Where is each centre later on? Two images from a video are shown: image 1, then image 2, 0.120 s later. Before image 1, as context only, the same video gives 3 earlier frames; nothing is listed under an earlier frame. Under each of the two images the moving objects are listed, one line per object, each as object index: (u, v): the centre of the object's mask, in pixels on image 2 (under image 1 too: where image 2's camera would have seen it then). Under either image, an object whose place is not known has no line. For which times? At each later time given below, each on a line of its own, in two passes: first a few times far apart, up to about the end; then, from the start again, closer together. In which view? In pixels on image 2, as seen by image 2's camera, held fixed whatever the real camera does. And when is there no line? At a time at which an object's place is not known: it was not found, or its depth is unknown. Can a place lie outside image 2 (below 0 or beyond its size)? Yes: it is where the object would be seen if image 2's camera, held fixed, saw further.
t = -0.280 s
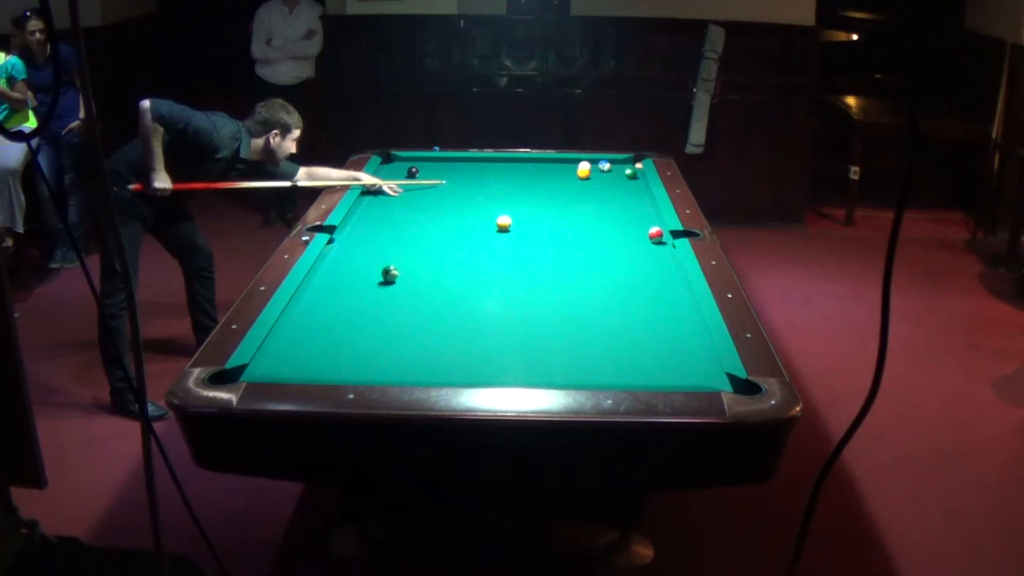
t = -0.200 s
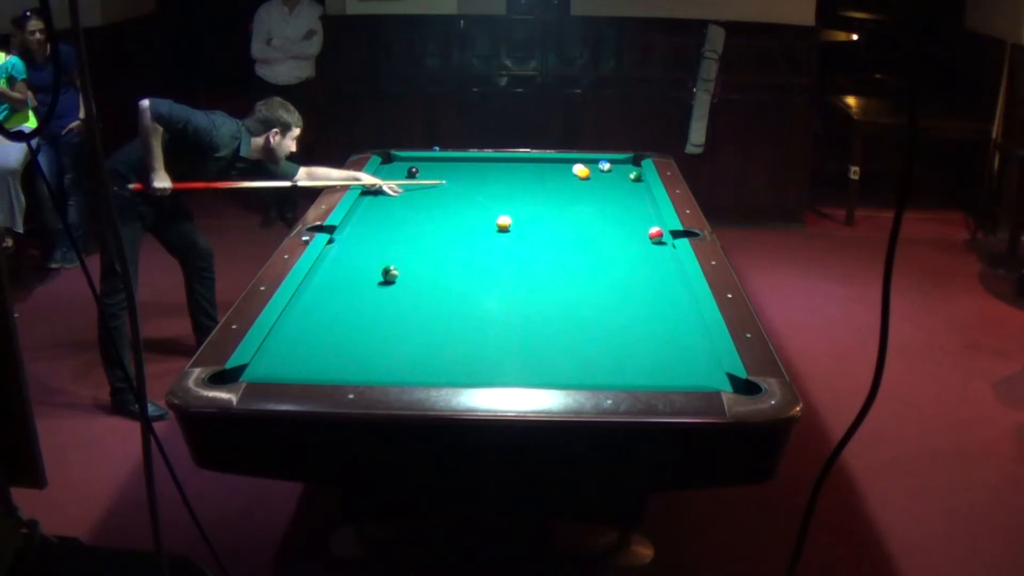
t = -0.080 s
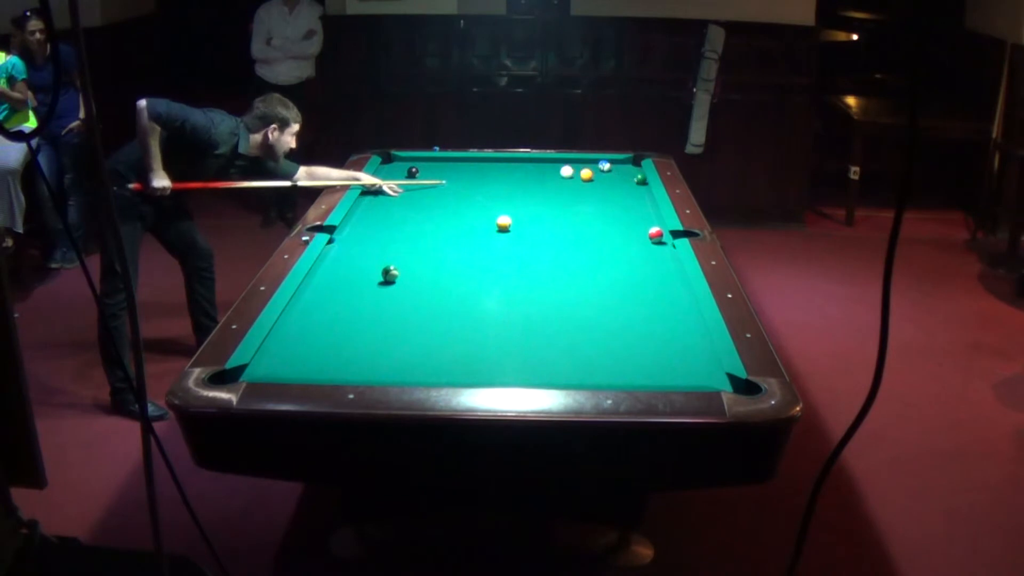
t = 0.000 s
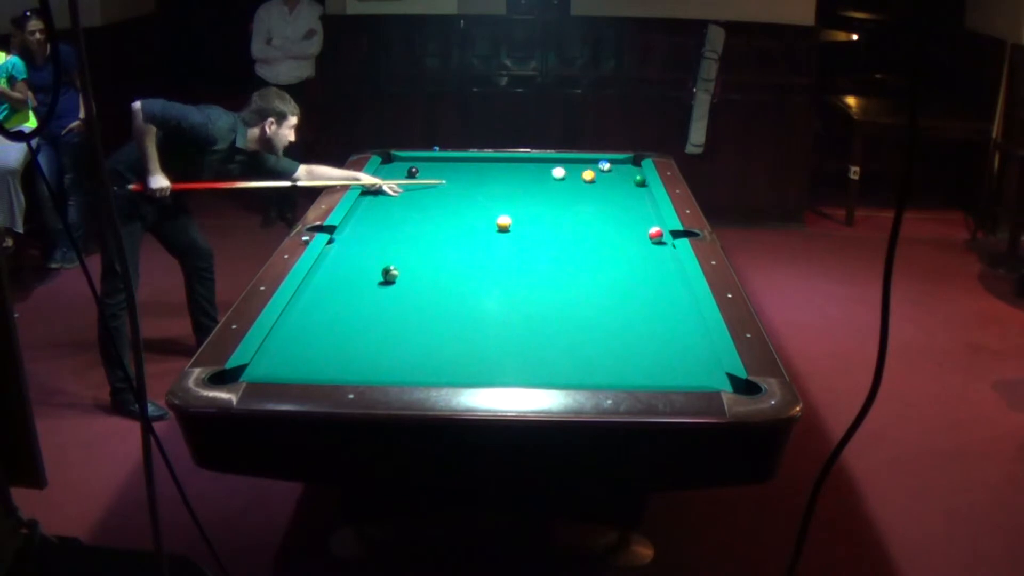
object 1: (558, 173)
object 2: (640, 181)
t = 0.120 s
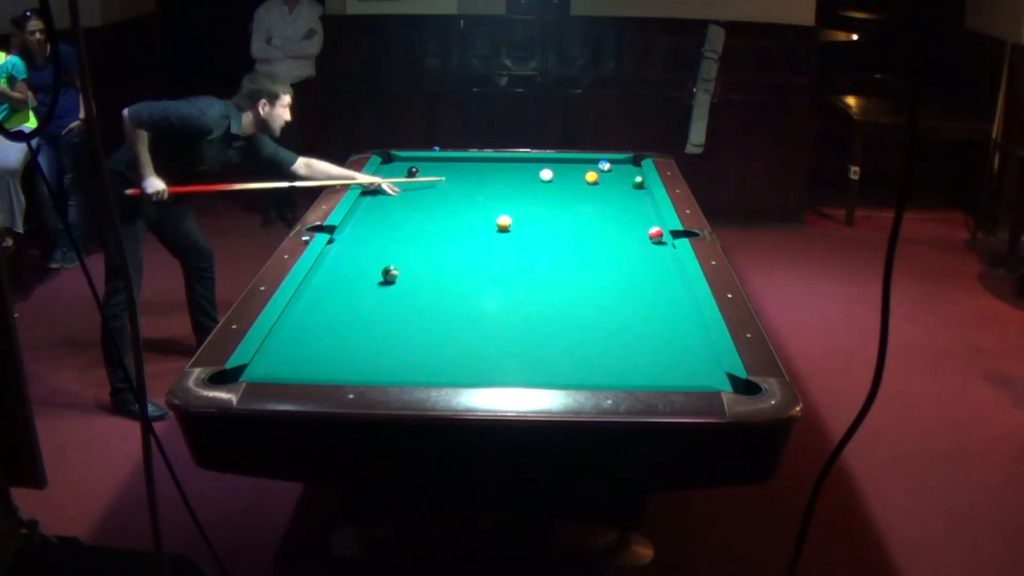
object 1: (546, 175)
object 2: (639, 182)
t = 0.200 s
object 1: (538, 177)
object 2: (637, 185)
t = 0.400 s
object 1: (518, 180)
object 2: (634, 188)
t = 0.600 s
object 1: (497, 183)
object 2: (631, 191)
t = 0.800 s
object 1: (477, 187)
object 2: (628, 195)
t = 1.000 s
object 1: (457, 190)
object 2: (626, 198)
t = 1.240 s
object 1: (434, 194)
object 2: (623, 202)
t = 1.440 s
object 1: (415, 197)
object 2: (621, 204)
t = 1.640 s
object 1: (396, 201)
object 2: (618, 208)
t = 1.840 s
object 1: (377, 204)
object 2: (616, 209)
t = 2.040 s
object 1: (359, 207)
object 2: (614, 212)
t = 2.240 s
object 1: (364, 209)
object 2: (612, 214)
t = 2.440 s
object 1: (372, 211)
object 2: (611, 216)
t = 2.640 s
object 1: (380, 212)
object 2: (610, 218)
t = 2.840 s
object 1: (387, 214)
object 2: (609, 220)
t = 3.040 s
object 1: (394, 215)
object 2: (608, 221)
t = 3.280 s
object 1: (402, 216)
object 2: (607, 222)
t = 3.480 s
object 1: (407, 217)
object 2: (606, 223)
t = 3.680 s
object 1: (412, 218)
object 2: (605, 223)
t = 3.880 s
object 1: (417, 219)
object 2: (606, 223)
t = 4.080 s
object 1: (420, 219)
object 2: (606, 223)
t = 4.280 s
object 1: (424, 220)
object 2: (606, 223)
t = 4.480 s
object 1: (426, 220)
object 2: (606, 223)
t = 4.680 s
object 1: (428, 220)
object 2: (606, 223)
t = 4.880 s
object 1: (429, 220)
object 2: (606, 223)
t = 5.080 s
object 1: (430, 220)
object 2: (606, 223)
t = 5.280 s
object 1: (430, 220)
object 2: (606, 223)
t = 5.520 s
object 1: (430, 220)
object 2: (606, 223)
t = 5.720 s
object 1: (430, 220)
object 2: (606, 223)
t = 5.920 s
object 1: (430, 220)
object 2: (606, 223)
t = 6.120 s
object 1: (430, 220)
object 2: (606, 223)
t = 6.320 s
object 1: (430, 220)
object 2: (606, 223)
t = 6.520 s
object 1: (430, 220)
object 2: (606, 223)
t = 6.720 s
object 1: (430, 220)
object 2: (606, 223)
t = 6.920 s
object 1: (430, 220)
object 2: (606, 223)
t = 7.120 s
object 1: (430, 220)
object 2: (606, 223)
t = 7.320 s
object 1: (430, 220)
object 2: (606, 223)
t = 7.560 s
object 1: (430, 220)
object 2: (606, 223)
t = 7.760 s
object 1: (430, 220)
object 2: (606, 223)
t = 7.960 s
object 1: (430, 220)
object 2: (606, 223)
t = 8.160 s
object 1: (430, 220)
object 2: (606, 223)
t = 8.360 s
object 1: (430, 220)
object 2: (606, 223)
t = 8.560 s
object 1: (430, 220)
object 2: (606, 223)
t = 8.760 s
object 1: (430, 220)
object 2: (606, 224)
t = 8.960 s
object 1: (430, 220)
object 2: (606, 223)
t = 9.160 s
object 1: (430, 220)
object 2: (606, 224)
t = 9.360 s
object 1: (430, 220)
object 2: (606, 223)
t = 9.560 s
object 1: (430, 220)
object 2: (606, 223)
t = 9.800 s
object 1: (430, 220)
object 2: (606, 224)
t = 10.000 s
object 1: (430, 220)
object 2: (606, 223)
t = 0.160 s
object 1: (542, 176)
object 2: (637, 184)
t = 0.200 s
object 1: (538, 177)
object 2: (637, 185)
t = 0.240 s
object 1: (534, 177)
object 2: (636, 185)
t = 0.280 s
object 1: (530, 178)
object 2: (636, 186)
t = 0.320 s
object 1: (526, 178)
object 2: (635, 186)
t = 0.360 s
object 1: (522, 179)
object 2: (634, 187)
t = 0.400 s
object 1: (518, 180)
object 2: (634, 188)
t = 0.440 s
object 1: (513, 180)
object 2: (633, 188)
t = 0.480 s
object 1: (509, 181)
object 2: (633, 189)
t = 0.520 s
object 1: (505, 182)
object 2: (632, 190)
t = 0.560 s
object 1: (501, 182)
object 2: (632, 190)
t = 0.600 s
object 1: (497, 183)
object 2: (631, 191)
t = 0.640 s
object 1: (493, 184)
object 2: (631, 192)
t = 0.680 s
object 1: (489, 184)
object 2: (630, 194)
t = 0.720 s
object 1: (485, 185)
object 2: (630, 194)
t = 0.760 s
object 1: (481, 186)
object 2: (629, 194)
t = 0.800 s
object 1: (477, 187)
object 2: (628, 195)
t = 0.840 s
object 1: (473, 187)
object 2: (628, 195)
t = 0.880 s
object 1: (469, 188)
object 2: (627, 196)
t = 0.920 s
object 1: (465, 189)
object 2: (627, 197)
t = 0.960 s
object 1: (461, 189)
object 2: (626, 198)
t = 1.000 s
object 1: (457, 190)
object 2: (626, 198)
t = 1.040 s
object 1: (453, 191)
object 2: (625, 199)
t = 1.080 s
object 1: (449, 191)
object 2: (624, 199)
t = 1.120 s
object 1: (445, 192)
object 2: (624, 200)
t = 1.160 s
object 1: (441, 193)
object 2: (623, 200)
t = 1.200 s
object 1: (437, 194)
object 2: (623, 201)
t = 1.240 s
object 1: (434, 194)
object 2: (623, 202)
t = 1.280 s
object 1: (430, 195)
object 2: (622, 203)
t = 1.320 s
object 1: (426, 195)
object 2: (622, 203)
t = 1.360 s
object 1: (422, 196)
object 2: (622, 203)
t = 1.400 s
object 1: (418, 197)
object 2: (621, 204)
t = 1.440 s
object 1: (415, 197)
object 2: (621, 204)
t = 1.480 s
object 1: (411, 198)
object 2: (620, 205)
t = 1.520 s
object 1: (407, 199)
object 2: (619, 206)
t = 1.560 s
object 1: (403, 200)
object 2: (619, 206)
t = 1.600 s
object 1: (399, 200)
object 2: (618, 207)
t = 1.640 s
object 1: (396, 201)
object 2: (618, 208)
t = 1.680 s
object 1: (392, 201)
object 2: (618, 208)
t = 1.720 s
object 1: (388, 202)
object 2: (617, 209)
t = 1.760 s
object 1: (384, 203)
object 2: (617, 209)
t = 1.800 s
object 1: (381, 203)
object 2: (616, 209)
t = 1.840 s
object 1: (377, 204)
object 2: (616, 209)
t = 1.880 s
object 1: (374, 204)
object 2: (615, 210)
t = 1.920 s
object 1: (370, 205)
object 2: (615, 211)
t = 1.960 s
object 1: (367, 205)
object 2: (615, 211)
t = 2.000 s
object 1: (363, 206)
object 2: (614, 211)
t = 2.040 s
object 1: (359, 207)
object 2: (614, 212)
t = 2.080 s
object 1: (358, 207)
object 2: (613, 213)
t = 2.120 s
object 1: (360, 208)
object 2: (613, 213)
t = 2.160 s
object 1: (361, 208)
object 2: (613, 214)
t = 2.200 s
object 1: (363, 208)
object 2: (613, 214)
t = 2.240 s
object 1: (364, 209)
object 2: (612, 214)
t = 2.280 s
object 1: (366, 209)
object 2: (612, 215)
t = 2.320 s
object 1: (368, 209)
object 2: (612, 215)
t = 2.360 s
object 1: (369, 210)
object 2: (612, 216)
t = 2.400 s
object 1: (371, 210)
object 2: (611, 216)
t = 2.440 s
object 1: (372, 211)
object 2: (611, 216)
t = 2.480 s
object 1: (374, 211)
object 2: (611, 216)
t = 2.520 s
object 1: (376, 211)
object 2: (610, 217)
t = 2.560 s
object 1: (377, 211)
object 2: (610, 217)
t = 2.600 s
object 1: (379, 212)
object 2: (610, 217)
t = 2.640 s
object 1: (380, 212)
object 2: (610, 218)
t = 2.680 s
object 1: (382, 213)
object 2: (610, 218)
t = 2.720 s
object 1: (383, 213)
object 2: (609, 219)
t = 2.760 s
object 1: (385, 213)
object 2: (609, 219)
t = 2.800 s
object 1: (386, 213)
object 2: (609, 219)
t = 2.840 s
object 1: (387, 214)
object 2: (609, 220)
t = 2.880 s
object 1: (389, 214)
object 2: (609, 220)
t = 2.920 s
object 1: (390, 214)
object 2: (608, 220)
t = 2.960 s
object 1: (392, 214)
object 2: (608, 220)
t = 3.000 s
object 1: (393, 215)
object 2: (608, 221)
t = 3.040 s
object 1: (394, 215)
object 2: (608, 221)
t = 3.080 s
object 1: (395, 215)
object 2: (607, 221)
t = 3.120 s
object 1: (397, 215)
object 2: (607, 221)
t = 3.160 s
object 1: (398, 215)
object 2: (607, 221)
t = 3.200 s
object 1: (399, 216)
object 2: (607, 222)
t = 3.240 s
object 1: (400, 216)
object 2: (607, 222)
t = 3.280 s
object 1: (402, 216)
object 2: (607, 222)
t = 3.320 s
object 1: (403, 217)
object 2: (606, 222)
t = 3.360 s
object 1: (404, 217)
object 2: (606, 222)
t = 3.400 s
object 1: (405, 217)
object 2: (606, 222)
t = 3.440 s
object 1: (406, 217)
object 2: (606, 222)
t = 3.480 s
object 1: (407, 217)
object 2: (606, 223)
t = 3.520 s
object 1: (409, 217)
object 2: (606, 223)
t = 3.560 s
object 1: (409, 218)
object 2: (606, 223)
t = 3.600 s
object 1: (410, 218)
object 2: (606, 223)
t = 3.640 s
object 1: (411, 218)
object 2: (606, 223)
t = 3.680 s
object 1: (412, 218)
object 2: (605, 223)
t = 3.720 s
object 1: (413, 218)
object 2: (606, 223)
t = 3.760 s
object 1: (414, 218)
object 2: (606, 223)
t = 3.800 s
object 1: (415, 218)
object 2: (606, 223)
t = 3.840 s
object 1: (416, 219)
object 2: (606, 223)
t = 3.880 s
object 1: (417, 219)
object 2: (606, 223)
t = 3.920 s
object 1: (418, 219)
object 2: (606, 223)
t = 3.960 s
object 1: (418, 219)
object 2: (606, 223)
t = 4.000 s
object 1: (419, 219)
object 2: (606, 223)
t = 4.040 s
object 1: (420, 219)
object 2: (606, 223)
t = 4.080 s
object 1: (420, 219)
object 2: (606, 223)
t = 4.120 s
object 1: (421, 220)
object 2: (606, 223)
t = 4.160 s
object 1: (422, 220)
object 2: (606, 223)
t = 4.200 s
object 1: (422, 220)
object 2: (606, 223)
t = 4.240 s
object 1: (423, 220)
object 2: (606, 223)
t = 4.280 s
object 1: (424, 220)
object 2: (606, 223)
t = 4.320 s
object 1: (424, 220)
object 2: (606, 223)
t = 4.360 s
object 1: (425, 220)
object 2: (606, 223)
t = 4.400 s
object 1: (426, 220)
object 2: (606, 223)
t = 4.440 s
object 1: (426, 220)
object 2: (606, 223)
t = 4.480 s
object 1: (426, 220)
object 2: (606, 223)
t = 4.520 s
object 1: (427, 220)
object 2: (606, 223)
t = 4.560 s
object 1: (427, 220)
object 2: (606, 223)
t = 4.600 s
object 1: (427, 220)
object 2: (606, 223)
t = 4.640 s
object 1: (428, 220)
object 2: (606, 223)
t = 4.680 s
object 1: (428, 220)
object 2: (606, 223)
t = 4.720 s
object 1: (428, 220)
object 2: (606, 223)
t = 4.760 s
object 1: (429, 220)
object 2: (606, 223)
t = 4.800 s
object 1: (429, 220)
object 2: (606, 223)
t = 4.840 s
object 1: (429, 220)
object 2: (606, 223)
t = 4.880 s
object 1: (429, 220)
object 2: (606, 223)
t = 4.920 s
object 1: (430, 220)
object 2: (606, 223)
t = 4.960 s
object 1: (430, 220)
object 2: (606, 223)
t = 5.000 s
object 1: (430, 220)
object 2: (606, 223)
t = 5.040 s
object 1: (430, 220)
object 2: (606, 223)
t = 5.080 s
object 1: (430, 220)
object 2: (606, 223)
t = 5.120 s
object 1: (430, 220)
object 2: (606, 223)
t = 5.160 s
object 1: (430, 220)
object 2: (606, 223)
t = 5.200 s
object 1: (430, 220)
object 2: (606, 223)
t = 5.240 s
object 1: (430, 220)
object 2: (606, 223)
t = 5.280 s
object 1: (430, 220)
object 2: (606, 223)
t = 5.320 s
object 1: (430, 220)
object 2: (606, 223)
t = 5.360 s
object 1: (430, 220)
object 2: (606, 223)
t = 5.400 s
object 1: (430, 220)
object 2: (606, 223)
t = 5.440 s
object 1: (430, 220)
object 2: (606, 223)
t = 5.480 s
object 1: (430, 220)
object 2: (606, 223)
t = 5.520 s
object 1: (430, 220)
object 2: (606, 223)
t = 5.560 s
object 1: (430, 220)
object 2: (606, 223)
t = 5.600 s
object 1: (430, 220)
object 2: (606, 223)
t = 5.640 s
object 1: (430, 220)
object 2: (606, 223)
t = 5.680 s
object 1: (430, 220)
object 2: (606, 223)
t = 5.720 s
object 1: (430, 220)
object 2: (606, 223)
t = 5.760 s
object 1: (430, 220)
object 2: (606, 223)
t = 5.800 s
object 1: (430, 220)
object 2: (606, 223)
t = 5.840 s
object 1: (430, 220)
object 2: (606, 223)
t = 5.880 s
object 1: (430, 220)
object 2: (606, 223)
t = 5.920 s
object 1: (430, 220)
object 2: (606, 223)
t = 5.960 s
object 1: (430, 220)
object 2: (606, 223)
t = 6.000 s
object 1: (430, 220)
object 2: (606, 223)
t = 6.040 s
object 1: (430, 220)
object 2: (606, 223)
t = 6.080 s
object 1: (430, 220)
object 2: (606, 223)
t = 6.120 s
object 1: (430, 220)
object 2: (606, 223)
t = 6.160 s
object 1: (430, 220)
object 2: (606, 223)
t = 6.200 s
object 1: (430, 220)
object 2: (606, 223)
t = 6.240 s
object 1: (430, 220)
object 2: (606, 223)
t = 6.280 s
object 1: (430, 220)
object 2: (606, 223)
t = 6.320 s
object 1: (430, 220)
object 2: (606, 223)
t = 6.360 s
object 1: (430, 220)
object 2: (606, 223)
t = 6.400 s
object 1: (430, 220)
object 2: (606, 223)
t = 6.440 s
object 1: (430, 220)
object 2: (606, 223)
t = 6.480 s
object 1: (430, 220)
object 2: (606, 223)
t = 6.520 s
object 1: (430, 220)
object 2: (606, 223)
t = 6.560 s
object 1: (430, 220)
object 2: (606, 223)
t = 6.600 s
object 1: (430, 220)
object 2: (606, 223)
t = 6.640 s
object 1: (430, 220)
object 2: (606, 223)
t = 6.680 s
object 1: (430, 220)
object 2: (606, 223)
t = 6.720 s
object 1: (430, 220)
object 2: (606, 223)
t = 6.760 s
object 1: (430, 220)
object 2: (606, 223)
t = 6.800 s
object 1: (430, 220)
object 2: (606, 223)
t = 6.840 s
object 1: (430, 220)
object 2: (606, 223)
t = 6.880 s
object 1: (430, 220)
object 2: (606, 223)
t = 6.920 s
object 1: (430, 220)
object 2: (606, 223)
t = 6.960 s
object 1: (430, 220)
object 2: (606, 223)
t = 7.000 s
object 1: (430, 220)
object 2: (606, 223)
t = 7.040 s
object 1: (430, 220)
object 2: (606, 223)
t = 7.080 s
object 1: (430, 220)
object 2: (606, 223)
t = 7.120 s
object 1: (430, 220)
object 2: (606, 223)
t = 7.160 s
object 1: (430, 220)
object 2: (606, 223)
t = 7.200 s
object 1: (430, 220)
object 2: (606, 223)
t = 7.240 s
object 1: (430, 220)
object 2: (606, 223)
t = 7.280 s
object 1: (430, 220)
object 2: (606, 223)
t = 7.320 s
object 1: (430, 220)
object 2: (606, 223)
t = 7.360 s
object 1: (430, 220)
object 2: (606, 223)
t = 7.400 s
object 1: (430, 220)
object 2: (606, 223)
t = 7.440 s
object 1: (430, 220)
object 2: (606, 223)
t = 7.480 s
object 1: (430, 220)
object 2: (606, 223)
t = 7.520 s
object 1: (430, 220)
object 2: (606, 223)
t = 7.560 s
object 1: (430, 220)
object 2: (606, 223)
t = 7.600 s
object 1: (430, 220)
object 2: (606, 223)
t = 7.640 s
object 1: (430, 220)
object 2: (606, 223)
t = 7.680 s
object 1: (430, 220)
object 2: (606, 223)
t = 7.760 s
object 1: (430, 220)
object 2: (606, 223)
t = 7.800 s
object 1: (430, 220)
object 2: (606, 224)
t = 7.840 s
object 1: (430, 220)
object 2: (606, 223)
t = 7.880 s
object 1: (430, 220)
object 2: (606, 223)
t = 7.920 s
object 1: (430, 220)
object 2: (606, 223)
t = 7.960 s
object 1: (430, 220)
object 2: (606, 223)
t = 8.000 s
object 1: (430, 220)
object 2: (606, 223)
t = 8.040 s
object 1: (430, 220)
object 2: (606, 223)
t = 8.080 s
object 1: (430, 220)
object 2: (606, 223)
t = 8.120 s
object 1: (430, 220)
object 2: (606, 223)
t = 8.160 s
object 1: (430, 220)
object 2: (606, 223)
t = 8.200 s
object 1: (430, 220)
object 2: (606, 223)
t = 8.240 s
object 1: (430, 220)
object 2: (606, 223)
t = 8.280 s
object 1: (430, 220)
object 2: (606, 223)
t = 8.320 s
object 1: (430, 220)
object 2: (606, 223)
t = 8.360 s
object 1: (430, 220)
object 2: (606, 223)
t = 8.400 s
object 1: (430, 220)
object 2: (606, 223)
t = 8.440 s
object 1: (430, 220)
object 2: (606, 223)
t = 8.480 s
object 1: (430, 220)
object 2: (606, 223)
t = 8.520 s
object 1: (430, 220)
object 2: (606, 223)
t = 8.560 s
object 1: (430, 220)
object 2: (606, 223)
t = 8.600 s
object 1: (430, 220)
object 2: (606, 223)
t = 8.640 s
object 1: (430, 220)
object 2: (606, 223)
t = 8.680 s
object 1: (430, 220)
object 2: (606, 223)
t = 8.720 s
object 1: (430, 220)
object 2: (606, 224)
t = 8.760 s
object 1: (430, 220)
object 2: (606, 224)
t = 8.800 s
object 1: (430, 220)
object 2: (606, 224)
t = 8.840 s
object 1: (430, 220)
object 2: (606, 223)
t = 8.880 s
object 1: (430, 220)
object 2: (606, 224)
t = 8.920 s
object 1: (430, 220)
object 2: (606, 223)
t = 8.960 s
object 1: (430, 220)
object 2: (606, 223)
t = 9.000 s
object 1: (430, 220)
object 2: (606, 223)
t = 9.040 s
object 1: (430, 220)
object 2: (606, 223)
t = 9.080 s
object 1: (430, 220)
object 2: (606, 224)
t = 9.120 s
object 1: (430, 220)
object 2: (606, 224)
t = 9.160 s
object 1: (430, 220)
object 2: (606, 224)
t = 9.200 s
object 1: (430, 220)
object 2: (606, 223)
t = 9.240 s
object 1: (430, 220)
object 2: (606, 223)
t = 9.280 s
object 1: (430, 220)
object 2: (606, 223)
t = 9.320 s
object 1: (430, 220)
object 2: (606, 223)
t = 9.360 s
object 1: (430, 220)
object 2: (606, 223)
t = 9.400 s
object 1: (430, 220)
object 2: (606, 223)
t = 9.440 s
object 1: (430, 220)
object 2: (606, 223)
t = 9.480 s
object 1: (430, 220)
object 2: (606, 223)
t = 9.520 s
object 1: (430, 220)
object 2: (606, 223)
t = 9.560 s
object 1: (430, 220)
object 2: (606, 223)
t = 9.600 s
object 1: (430, 220)
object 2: (606, 223)
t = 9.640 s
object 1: (430, 220)
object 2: (606, 223)
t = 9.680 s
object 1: (430, 220)
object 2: (606, 223)
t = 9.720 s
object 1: (430, 220)
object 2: (606, 223)
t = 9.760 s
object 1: (430, 220)
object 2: (606, 224)
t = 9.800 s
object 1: (430, 220)
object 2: (606, 224)
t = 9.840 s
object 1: (430, 220)
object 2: (606, 223)
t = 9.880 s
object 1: (430, 220)
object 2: (606, 223)
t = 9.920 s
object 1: (430, 220)
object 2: (606, 223)
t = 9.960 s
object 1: (430, 220)
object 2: (606, 223)
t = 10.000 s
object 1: (430, 220)
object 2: (606, 223)
